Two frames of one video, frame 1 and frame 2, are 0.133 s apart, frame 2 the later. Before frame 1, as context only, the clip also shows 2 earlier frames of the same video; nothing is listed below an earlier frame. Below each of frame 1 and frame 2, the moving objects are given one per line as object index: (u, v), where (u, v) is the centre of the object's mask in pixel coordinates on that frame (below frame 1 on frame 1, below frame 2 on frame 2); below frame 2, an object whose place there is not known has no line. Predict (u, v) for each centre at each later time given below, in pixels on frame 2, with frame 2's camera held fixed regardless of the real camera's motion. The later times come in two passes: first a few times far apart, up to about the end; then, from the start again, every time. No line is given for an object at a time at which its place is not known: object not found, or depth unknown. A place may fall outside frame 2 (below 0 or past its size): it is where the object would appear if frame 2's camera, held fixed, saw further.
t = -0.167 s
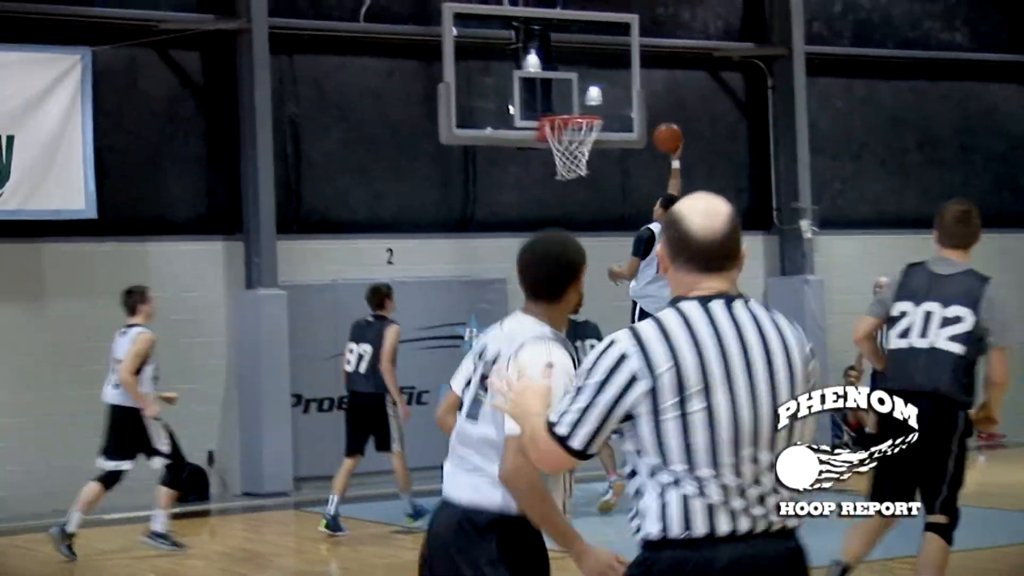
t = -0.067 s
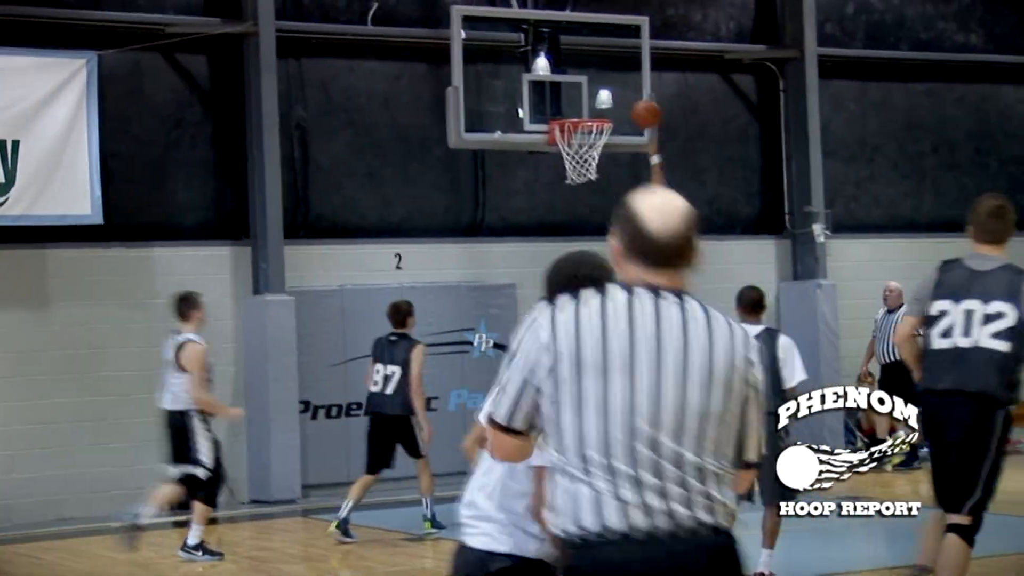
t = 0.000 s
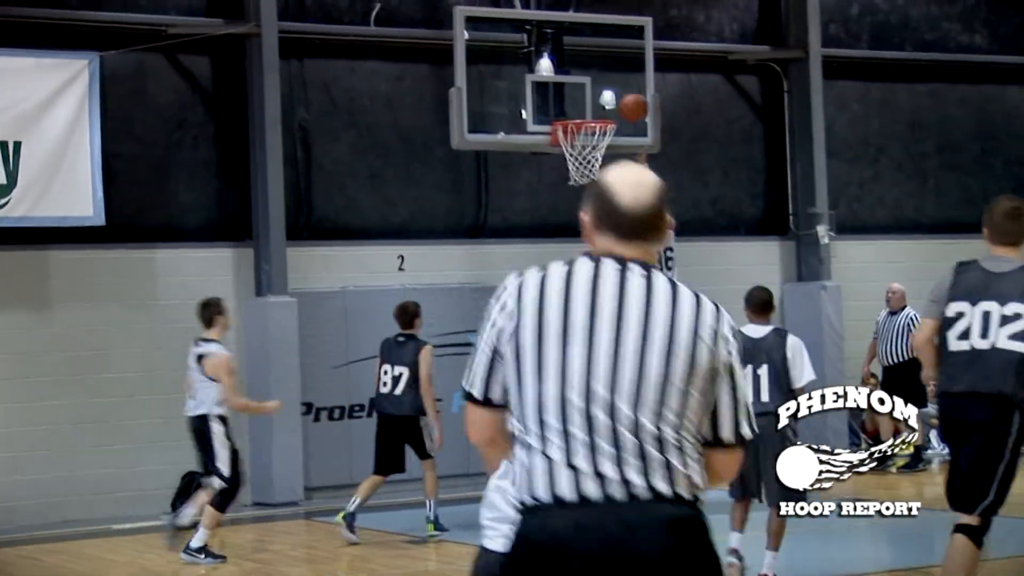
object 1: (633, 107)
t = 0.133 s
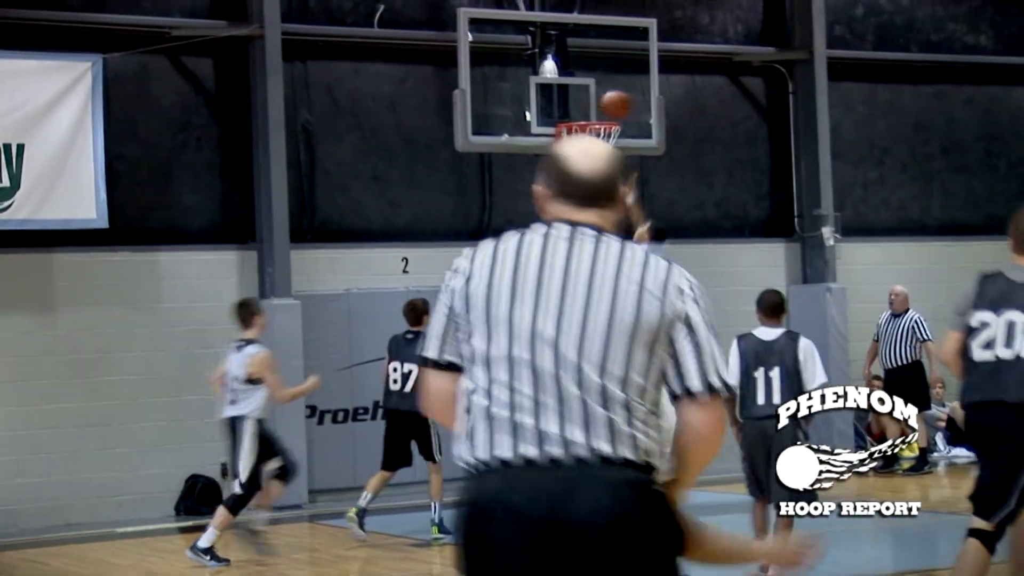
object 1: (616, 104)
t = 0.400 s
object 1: (597, 108)
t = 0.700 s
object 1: (595, 111)
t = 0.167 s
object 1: (611, 104)
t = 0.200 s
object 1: (606, 105)
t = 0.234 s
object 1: (601, 106)
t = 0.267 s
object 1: (601, 106)
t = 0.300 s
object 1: (600, 107)
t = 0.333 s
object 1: (599, 107)
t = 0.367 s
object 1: (598, 107)
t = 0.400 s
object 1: (597, 108)
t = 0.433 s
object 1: (597, 109)
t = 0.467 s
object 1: (596, 110)
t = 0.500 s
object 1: (596, 110)
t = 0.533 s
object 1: (596, 110)
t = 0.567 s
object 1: (595, 109)
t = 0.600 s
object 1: (595, 109)
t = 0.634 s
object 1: (595, 110)
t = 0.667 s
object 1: (595, 110)
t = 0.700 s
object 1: (595, 111)
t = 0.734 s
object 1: (594, 111)
